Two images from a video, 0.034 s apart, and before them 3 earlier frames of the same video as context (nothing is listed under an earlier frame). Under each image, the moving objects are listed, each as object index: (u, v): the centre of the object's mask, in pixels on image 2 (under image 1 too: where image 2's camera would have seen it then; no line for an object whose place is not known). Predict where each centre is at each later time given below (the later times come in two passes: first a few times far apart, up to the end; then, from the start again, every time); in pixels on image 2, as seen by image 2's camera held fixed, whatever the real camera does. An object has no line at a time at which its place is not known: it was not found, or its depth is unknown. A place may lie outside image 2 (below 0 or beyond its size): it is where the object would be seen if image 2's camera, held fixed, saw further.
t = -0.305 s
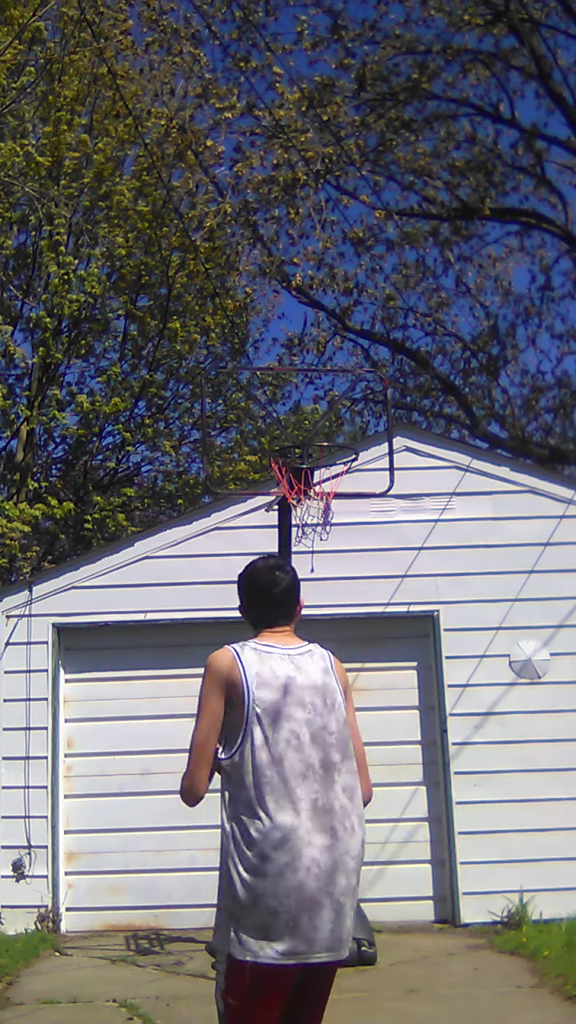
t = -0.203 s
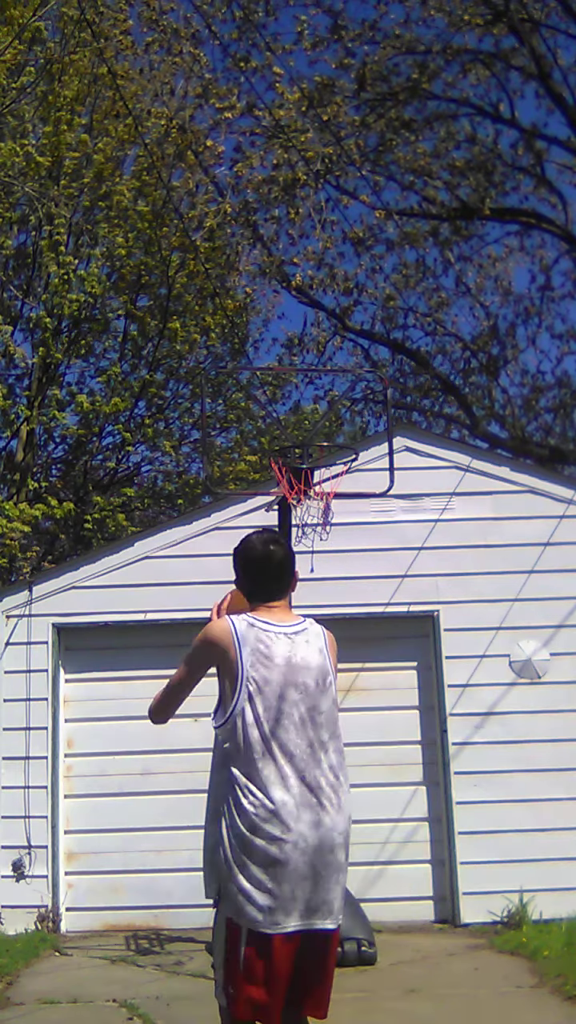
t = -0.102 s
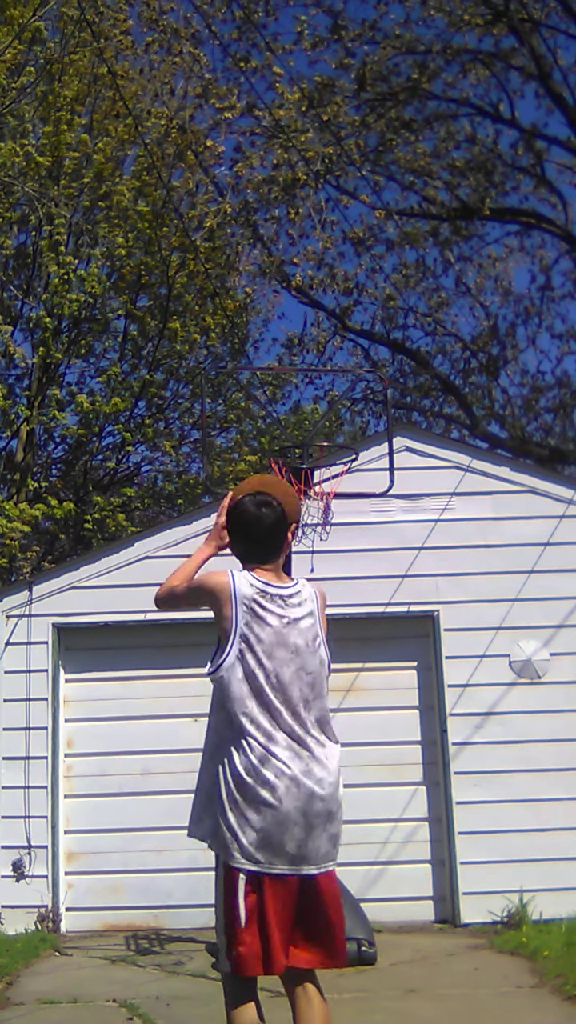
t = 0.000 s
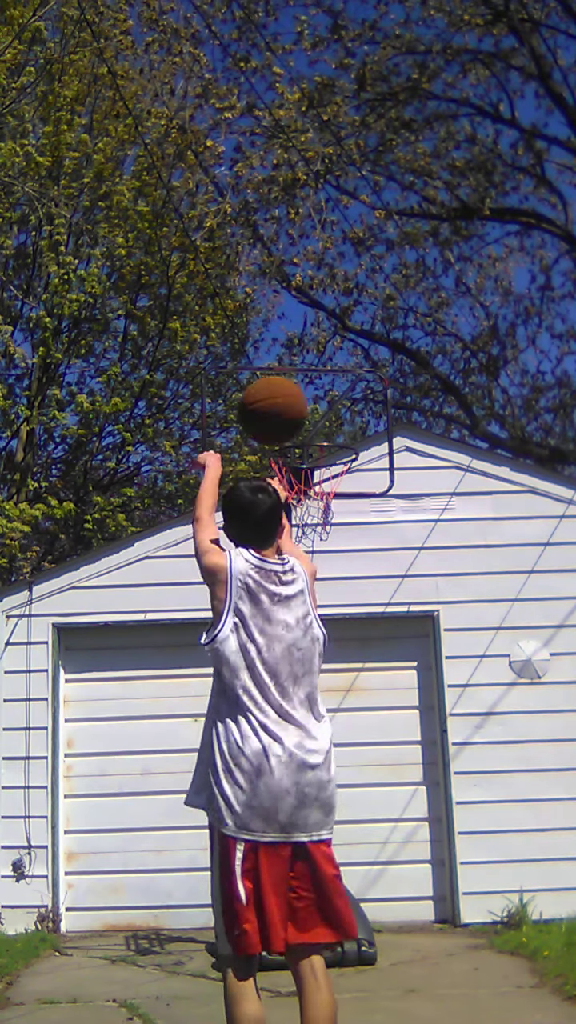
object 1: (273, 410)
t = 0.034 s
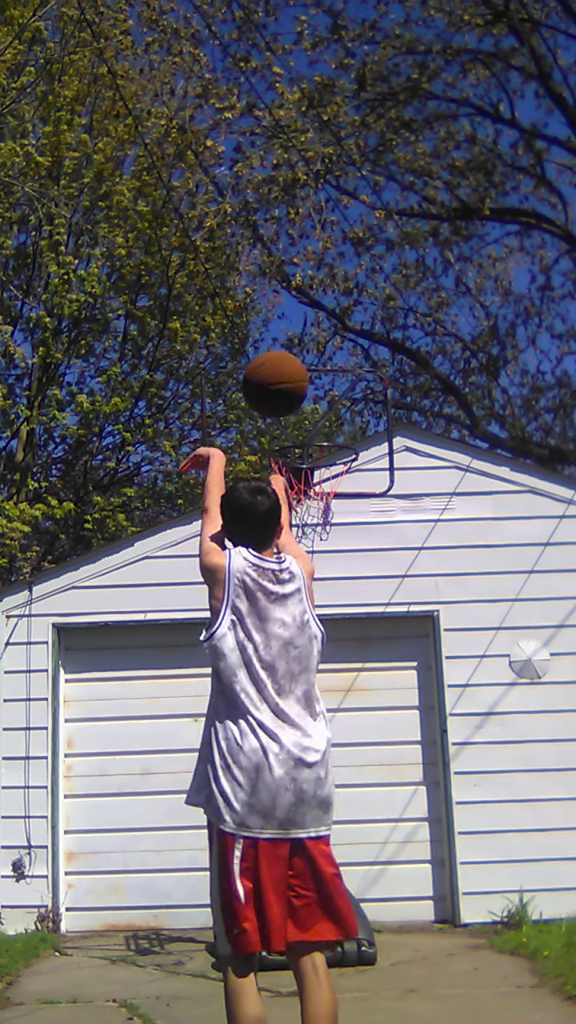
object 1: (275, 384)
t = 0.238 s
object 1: (289, 308)
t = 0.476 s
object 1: (305, 341)
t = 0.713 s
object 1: (320, 451)
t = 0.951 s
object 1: (306, 418)
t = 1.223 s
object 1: (308, 439)
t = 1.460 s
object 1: (321, 463)
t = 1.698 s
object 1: (324, 512)
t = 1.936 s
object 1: (303, 600)
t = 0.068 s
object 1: (277, 362)
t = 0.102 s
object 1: (280, 344)
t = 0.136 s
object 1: (282, 330)
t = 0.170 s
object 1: (285, 320)
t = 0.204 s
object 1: (287, 313)
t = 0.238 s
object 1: (289, 308)
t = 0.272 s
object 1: (291, 306)
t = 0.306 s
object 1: (294, 307)
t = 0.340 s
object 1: (296, 309)
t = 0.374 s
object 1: (298, 314)
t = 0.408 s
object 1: (301, 321)
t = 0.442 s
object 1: (303, 330)
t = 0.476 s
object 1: (305, 341)
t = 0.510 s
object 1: (308, 352)
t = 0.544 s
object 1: (310, 367)
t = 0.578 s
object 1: (312, 382)
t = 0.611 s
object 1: (315, 400)
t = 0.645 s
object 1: (318, 418)
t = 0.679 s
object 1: (320, 431)
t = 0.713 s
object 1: (320, 451)
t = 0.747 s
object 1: (315, 445)
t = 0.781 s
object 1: (308, 437)
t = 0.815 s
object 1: (305, 432)
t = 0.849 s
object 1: (306, 425)
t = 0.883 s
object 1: (305, 421)
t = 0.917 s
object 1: (306, 419)
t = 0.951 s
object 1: (306, 418)
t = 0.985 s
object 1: (307, 419)
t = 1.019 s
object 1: (308, 421)
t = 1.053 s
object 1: (308, 425)
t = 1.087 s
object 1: (308, 430)
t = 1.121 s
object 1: (309, 442)
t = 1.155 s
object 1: (309, 444)
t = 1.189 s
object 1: (309, 441)
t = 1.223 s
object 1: (308, 439)
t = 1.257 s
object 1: (308, 439)
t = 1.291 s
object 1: (308, 439)
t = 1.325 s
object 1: (307, 444)
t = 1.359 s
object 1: (309, 446)
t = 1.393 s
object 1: (313, 449)
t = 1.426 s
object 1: (317, 455)
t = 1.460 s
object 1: (321, 463)
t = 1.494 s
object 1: (326, 471)
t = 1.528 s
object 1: (331, 478)
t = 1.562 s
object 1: (336, 487)
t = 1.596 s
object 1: (331, 496)
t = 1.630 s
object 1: (330, 501)
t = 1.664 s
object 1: (326, 507)
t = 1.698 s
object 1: (324, 512)
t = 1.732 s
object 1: (321, 517)
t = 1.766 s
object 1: (318, 525)
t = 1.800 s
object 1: (315, 537)
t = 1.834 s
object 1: (312, 549)
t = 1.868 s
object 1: (309, 564)
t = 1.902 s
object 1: (307, 581)
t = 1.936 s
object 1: (303, 600)
